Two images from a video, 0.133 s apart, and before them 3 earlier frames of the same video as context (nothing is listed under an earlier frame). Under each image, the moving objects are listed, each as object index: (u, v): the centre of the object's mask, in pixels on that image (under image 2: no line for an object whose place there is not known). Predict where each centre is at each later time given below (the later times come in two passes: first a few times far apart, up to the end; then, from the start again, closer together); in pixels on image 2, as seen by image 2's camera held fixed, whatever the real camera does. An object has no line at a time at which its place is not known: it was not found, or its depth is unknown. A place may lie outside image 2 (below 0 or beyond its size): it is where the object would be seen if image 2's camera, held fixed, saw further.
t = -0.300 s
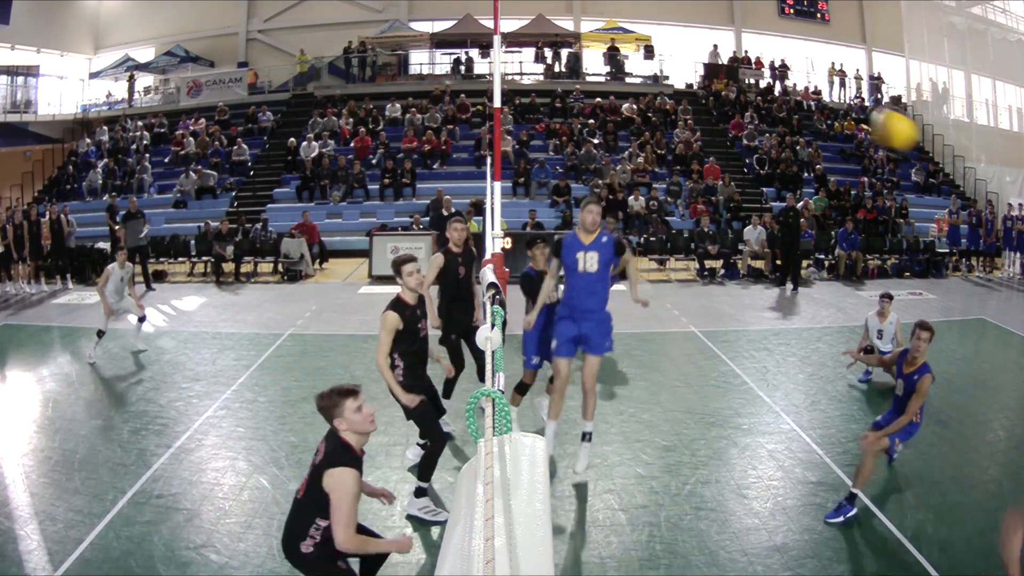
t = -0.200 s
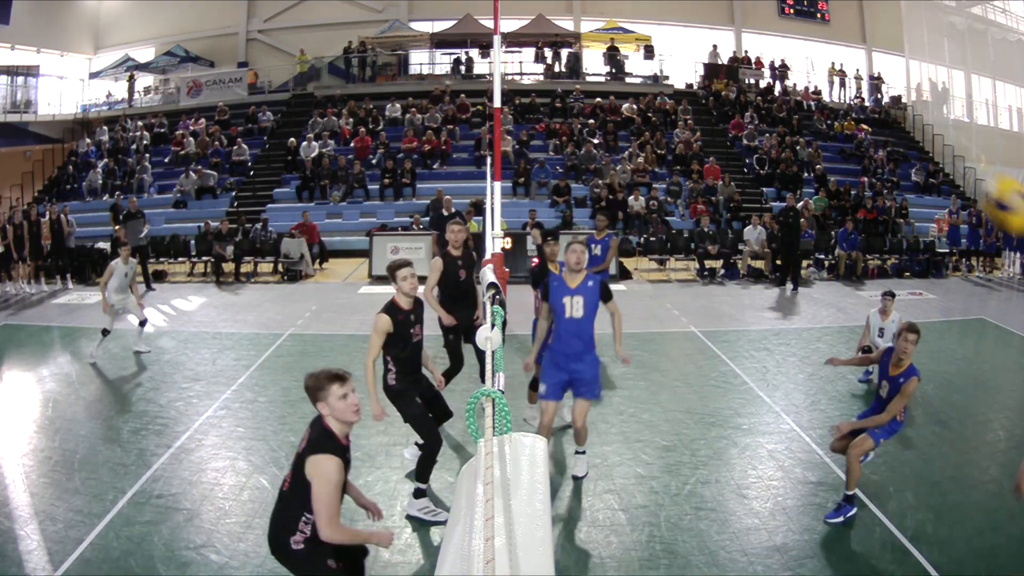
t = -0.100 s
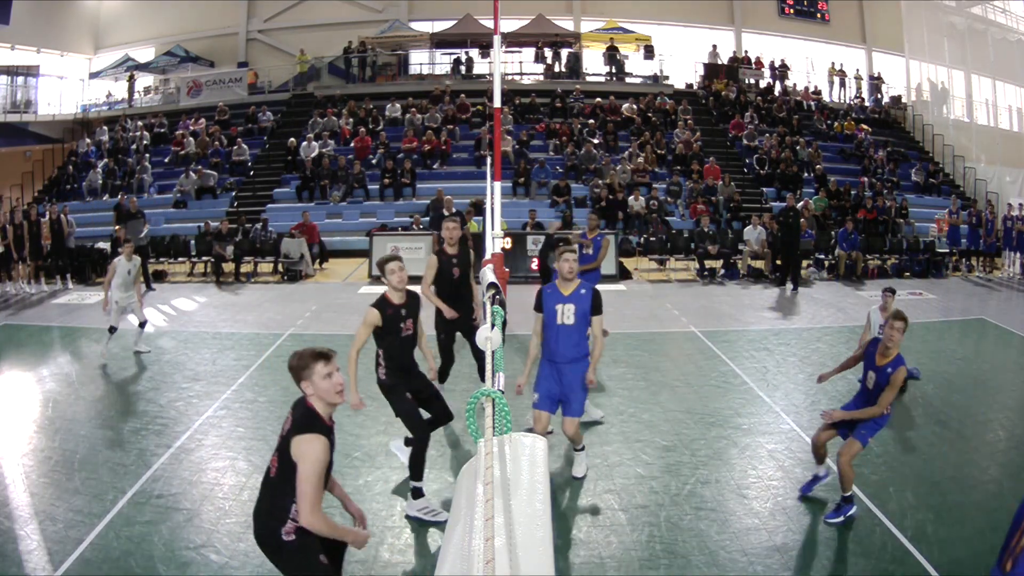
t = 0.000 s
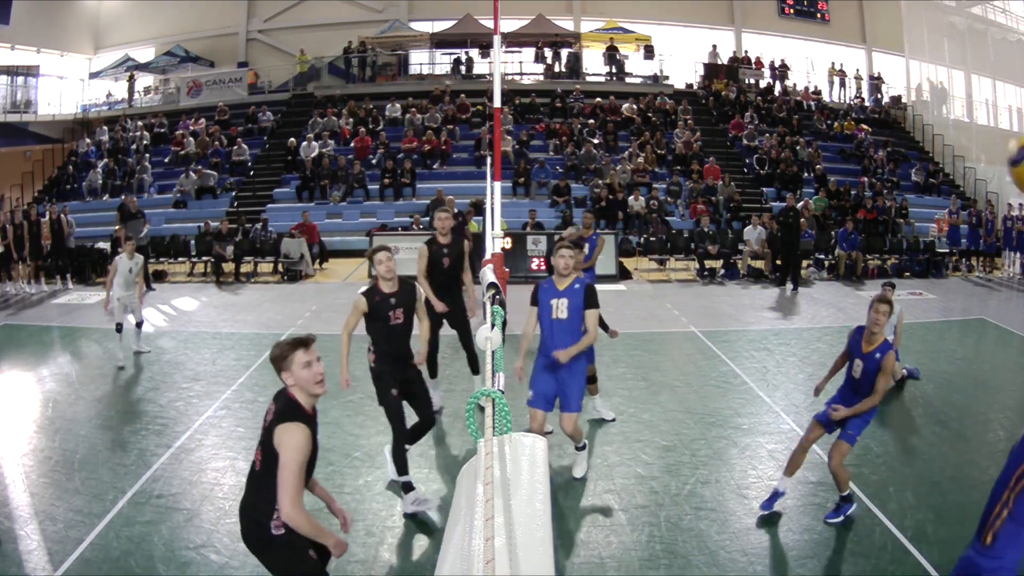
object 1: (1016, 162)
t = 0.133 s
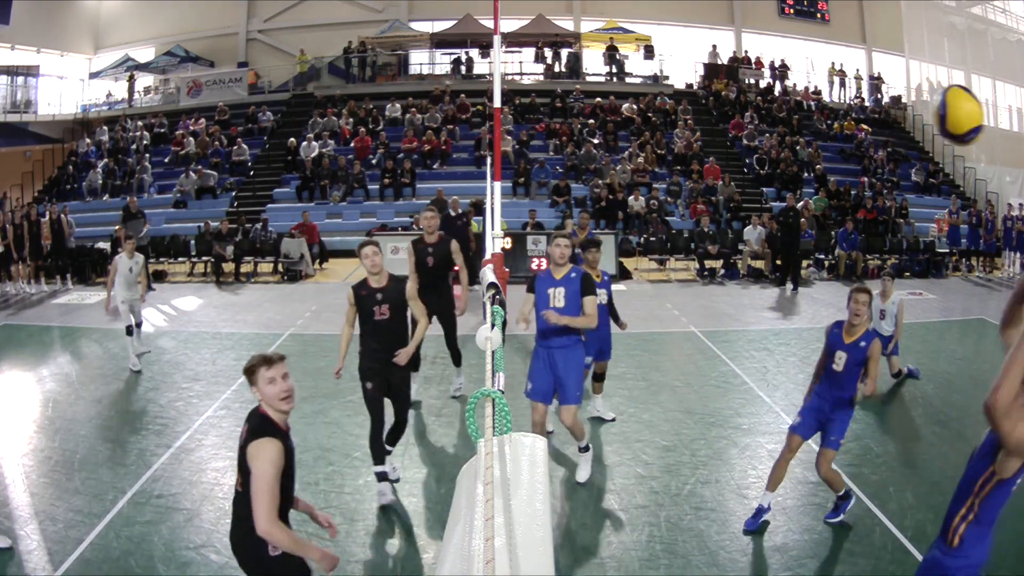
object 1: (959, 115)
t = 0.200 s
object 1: (922, 112)
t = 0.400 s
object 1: (814, 175)
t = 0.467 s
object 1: (780, 220)
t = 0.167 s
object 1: (939, 111)
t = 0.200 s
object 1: (922, 112)
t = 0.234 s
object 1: (903, 115)
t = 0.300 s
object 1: (868, 131)
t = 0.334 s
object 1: (850, 143)
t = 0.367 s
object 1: (831, 158)
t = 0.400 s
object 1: (814, 175)
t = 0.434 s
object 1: (797, 198)
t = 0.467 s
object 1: (780, 220)
